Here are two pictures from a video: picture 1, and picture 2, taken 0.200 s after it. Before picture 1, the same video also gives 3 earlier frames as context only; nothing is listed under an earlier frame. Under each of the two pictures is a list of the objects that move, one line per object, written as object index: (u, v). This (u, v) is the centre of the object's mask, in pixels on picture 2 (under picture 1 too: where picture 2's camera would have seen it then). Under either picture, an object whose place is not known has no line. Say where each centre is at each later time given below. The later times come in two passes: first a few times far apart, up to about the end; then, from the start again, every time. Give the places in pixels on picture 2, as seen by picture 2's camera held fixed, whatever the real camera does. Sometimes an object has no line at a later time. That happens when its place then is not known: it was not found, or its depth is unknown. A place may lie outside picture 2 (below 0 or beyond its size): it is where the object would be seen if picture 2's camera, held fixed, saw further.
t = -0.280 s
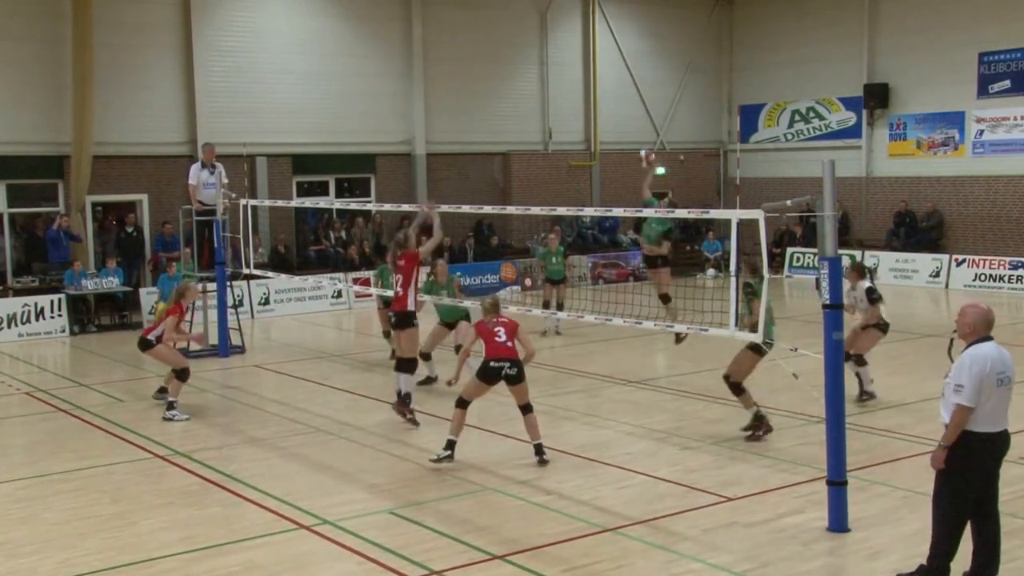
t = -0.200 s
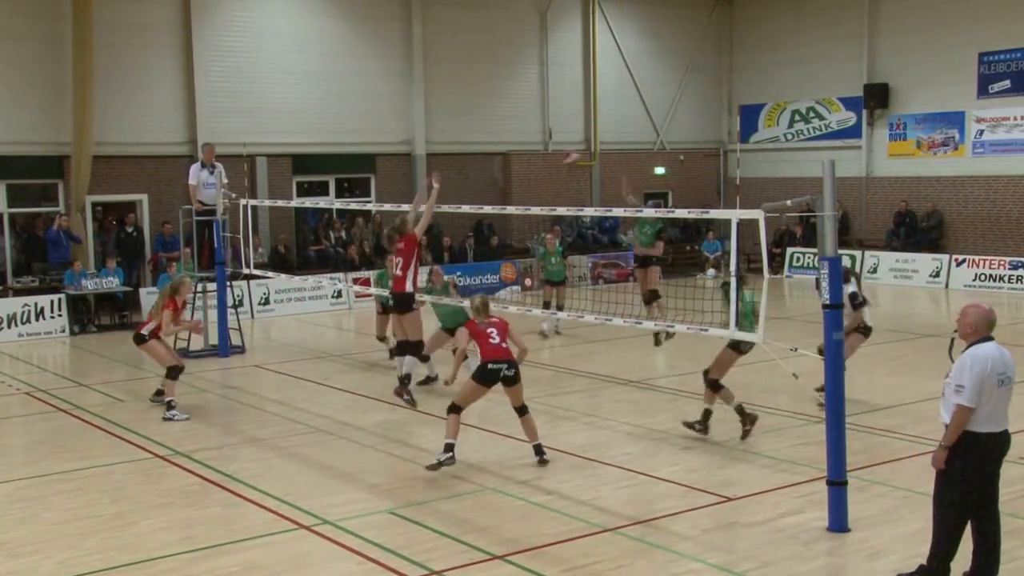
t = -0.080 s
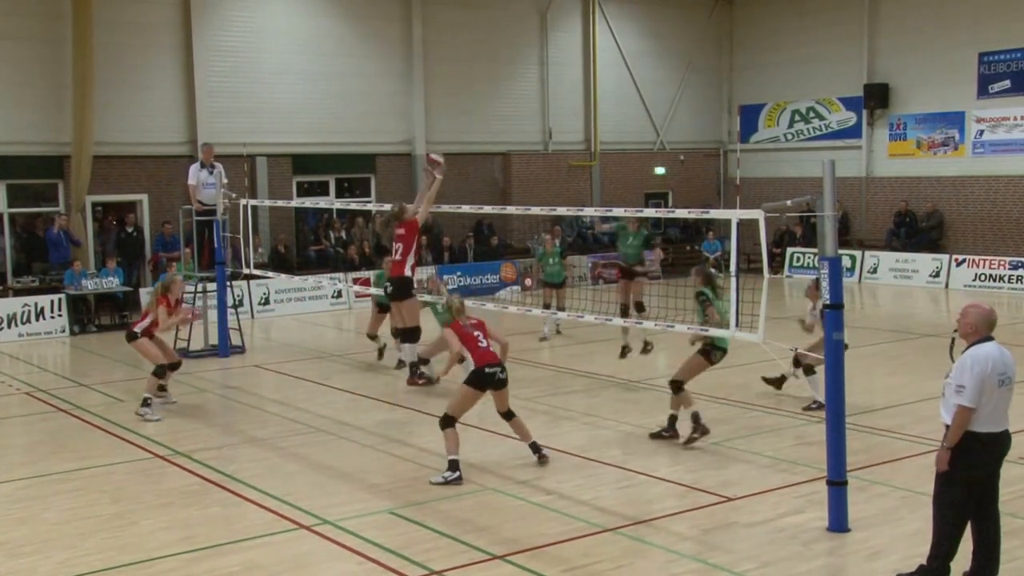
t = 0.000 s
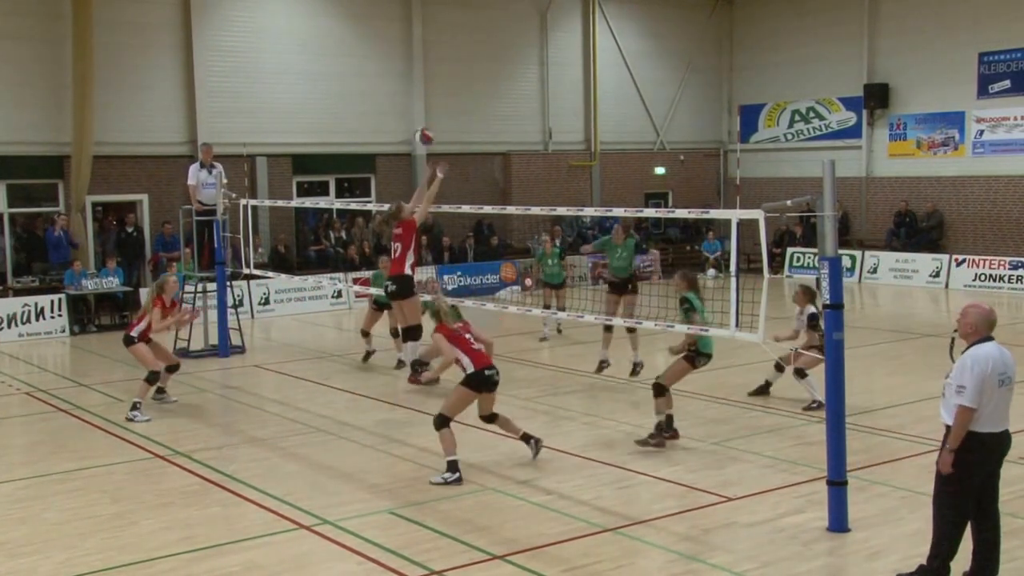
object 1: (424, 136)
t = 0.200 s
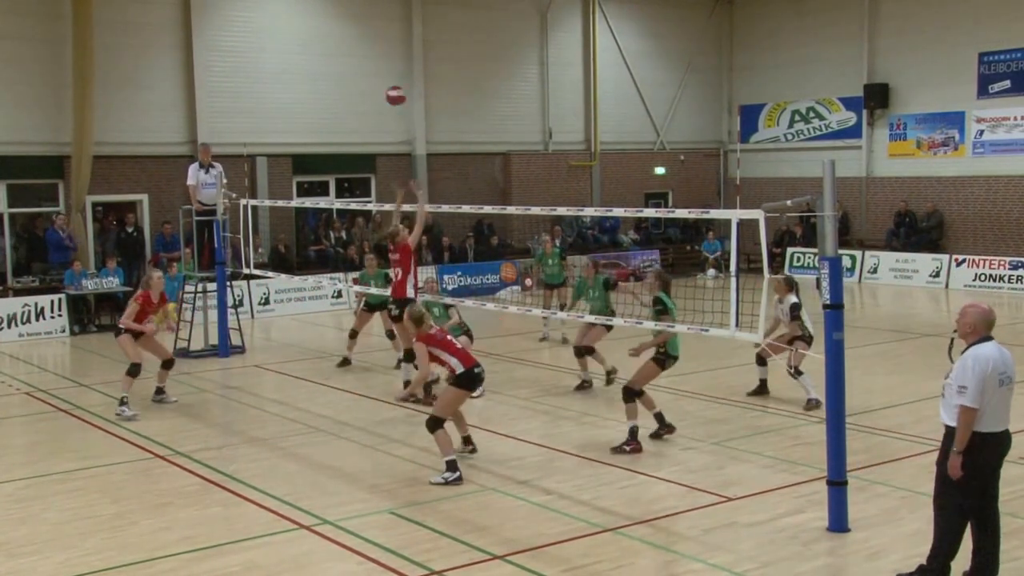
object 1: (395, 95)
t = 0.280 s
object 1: (384, 89)
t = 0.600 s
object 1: (339, 132)
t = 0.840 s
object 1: (305, 243)
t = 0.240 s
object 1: (390, 92)
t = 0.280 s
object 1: (384, 89)
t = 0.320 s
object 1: (379, 88)
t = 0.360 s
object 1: (373, 90)
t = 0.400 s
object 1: (367, 93)
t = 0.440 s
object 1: (362, 96)
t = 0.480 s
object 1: (356, 103)
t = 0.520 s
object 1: (350, 111)
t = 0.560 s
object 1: (345, 120)
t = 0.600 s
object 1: (339, 132)
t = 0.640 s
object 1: (333, 146)
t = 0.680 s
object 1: (327, 161)
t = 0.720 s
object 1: (321, 179)
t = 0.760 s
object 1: (316, 198)
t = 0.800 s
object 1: (311, 220)
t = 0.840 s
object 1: (305, 243)
